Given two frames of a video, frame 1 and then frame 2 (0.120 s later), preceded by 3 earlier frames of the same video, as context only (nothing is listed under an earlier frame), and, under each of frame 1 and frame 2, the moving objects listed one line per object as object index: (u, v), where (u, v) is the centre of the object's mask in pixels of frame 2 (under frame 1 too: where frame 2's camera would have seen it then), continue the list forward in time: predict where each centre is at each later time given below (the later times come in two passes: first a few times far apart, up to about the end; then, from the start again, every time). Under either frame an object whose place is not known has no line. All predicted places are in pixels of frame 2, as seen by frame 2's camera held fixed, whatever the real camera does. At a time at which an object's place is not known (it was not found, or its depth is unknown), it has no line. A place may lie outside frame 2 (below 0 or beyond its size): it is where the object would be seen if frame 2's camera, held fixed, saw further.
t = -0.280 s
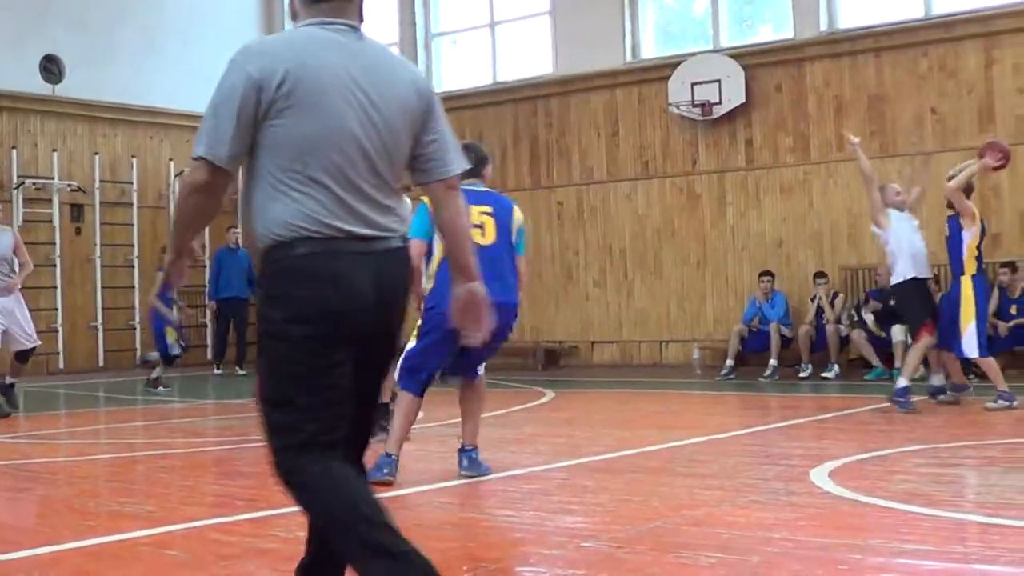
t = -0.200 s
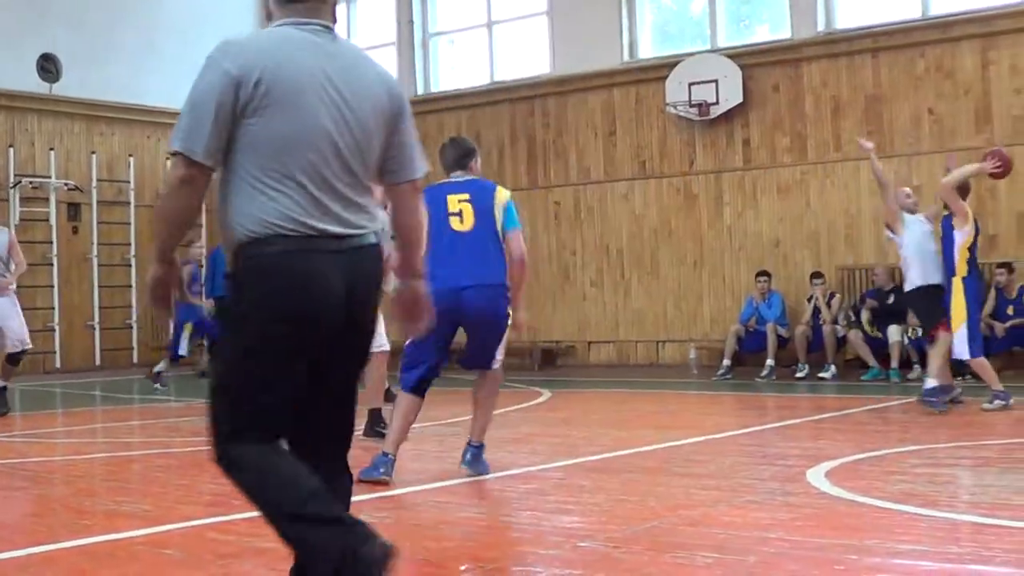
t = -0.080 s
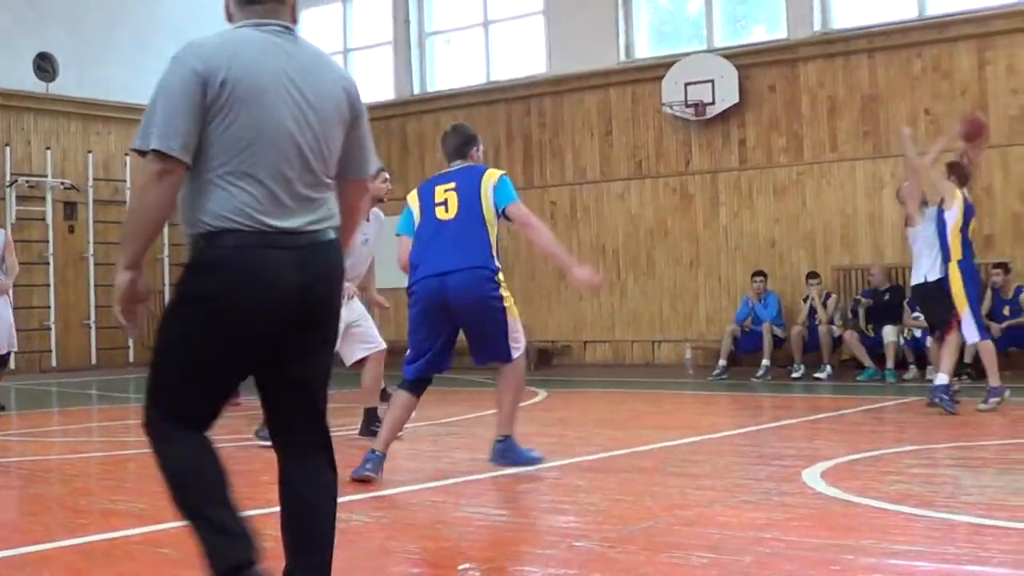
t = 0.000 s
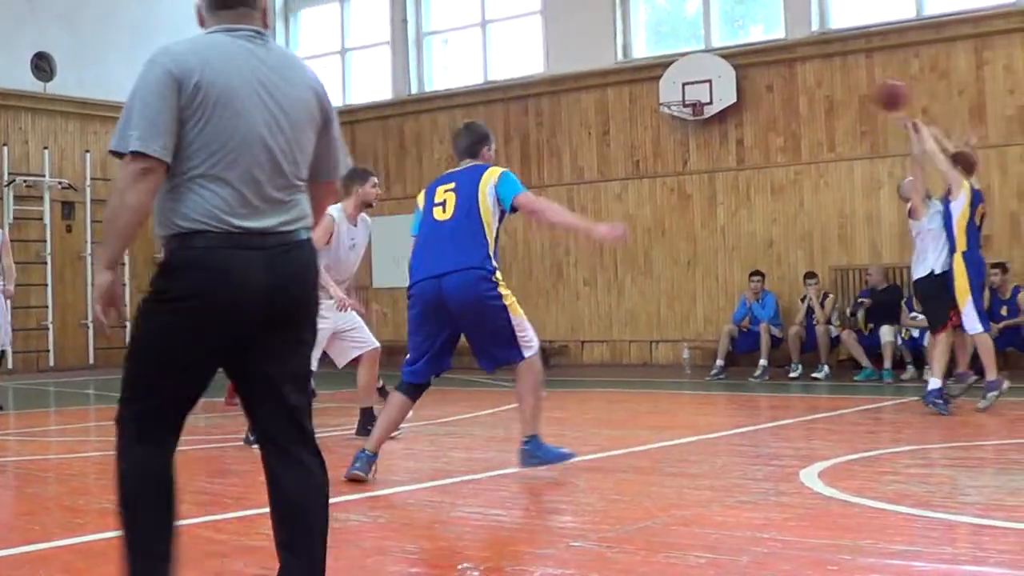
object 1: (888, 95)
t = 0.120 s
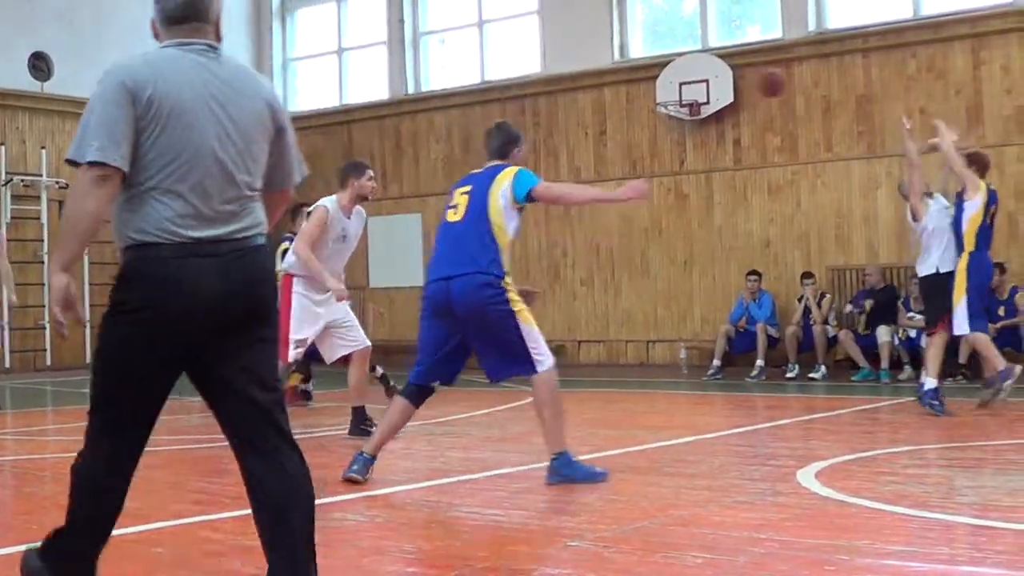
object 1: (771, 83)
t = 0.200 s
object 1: (702, 84)
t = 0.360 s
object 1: (589, 103)
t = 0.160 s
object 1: (735, 83)
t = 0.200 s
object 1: (702, 84)
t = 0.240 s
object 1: (671, 87)
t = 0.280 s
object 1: (642, 92)
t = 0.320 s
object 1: (614, 99)
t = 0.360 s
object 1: (589, 103)
